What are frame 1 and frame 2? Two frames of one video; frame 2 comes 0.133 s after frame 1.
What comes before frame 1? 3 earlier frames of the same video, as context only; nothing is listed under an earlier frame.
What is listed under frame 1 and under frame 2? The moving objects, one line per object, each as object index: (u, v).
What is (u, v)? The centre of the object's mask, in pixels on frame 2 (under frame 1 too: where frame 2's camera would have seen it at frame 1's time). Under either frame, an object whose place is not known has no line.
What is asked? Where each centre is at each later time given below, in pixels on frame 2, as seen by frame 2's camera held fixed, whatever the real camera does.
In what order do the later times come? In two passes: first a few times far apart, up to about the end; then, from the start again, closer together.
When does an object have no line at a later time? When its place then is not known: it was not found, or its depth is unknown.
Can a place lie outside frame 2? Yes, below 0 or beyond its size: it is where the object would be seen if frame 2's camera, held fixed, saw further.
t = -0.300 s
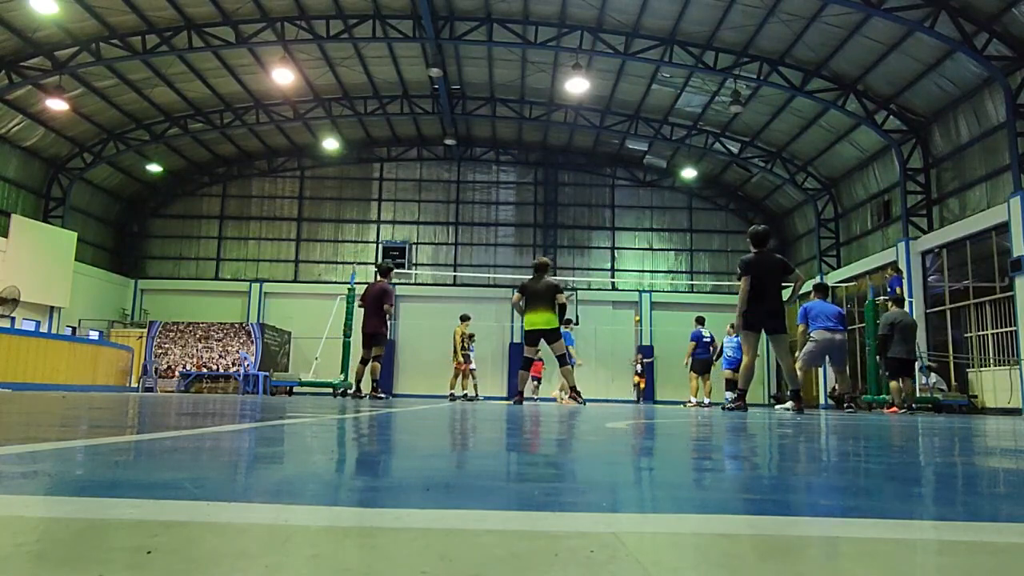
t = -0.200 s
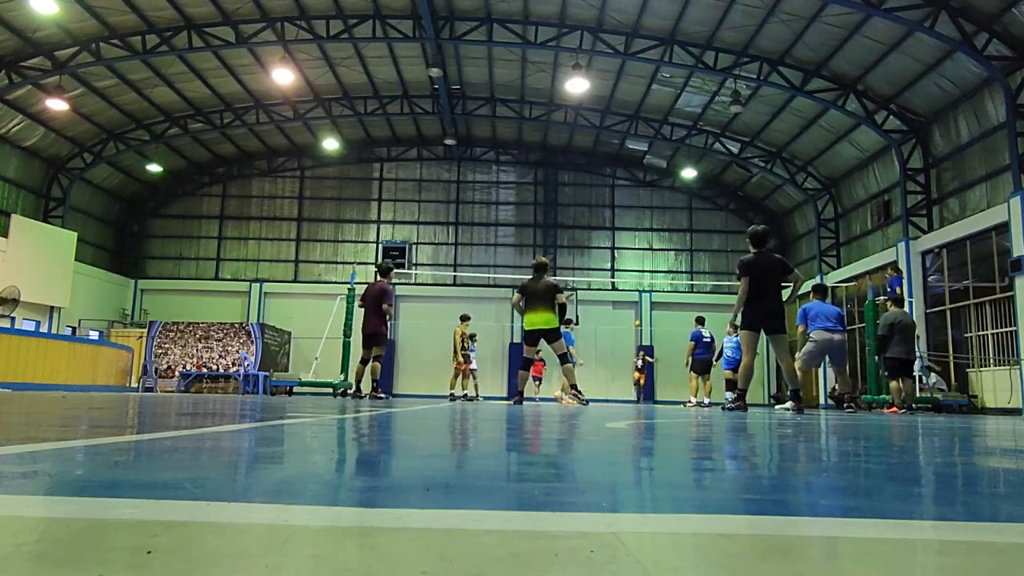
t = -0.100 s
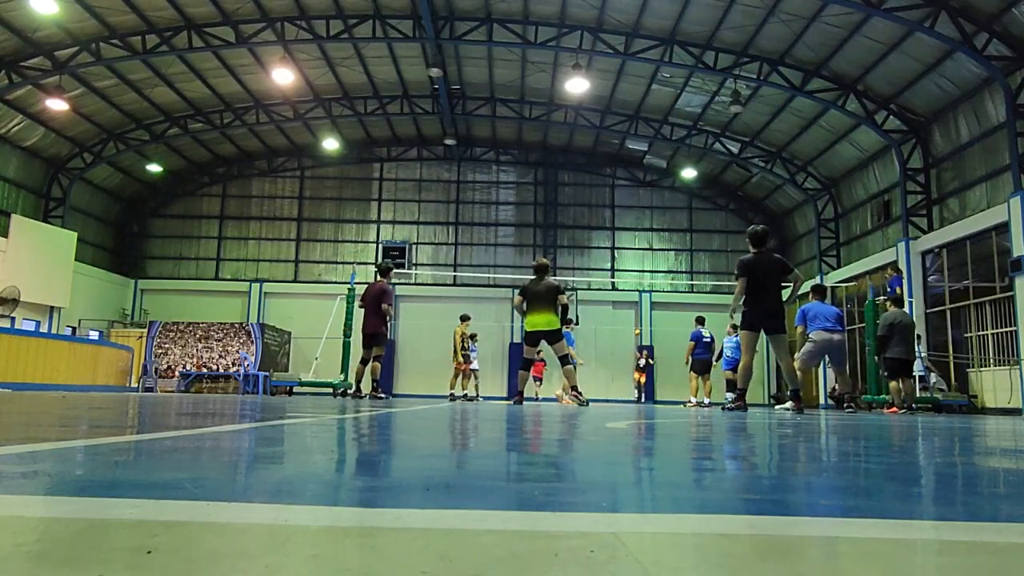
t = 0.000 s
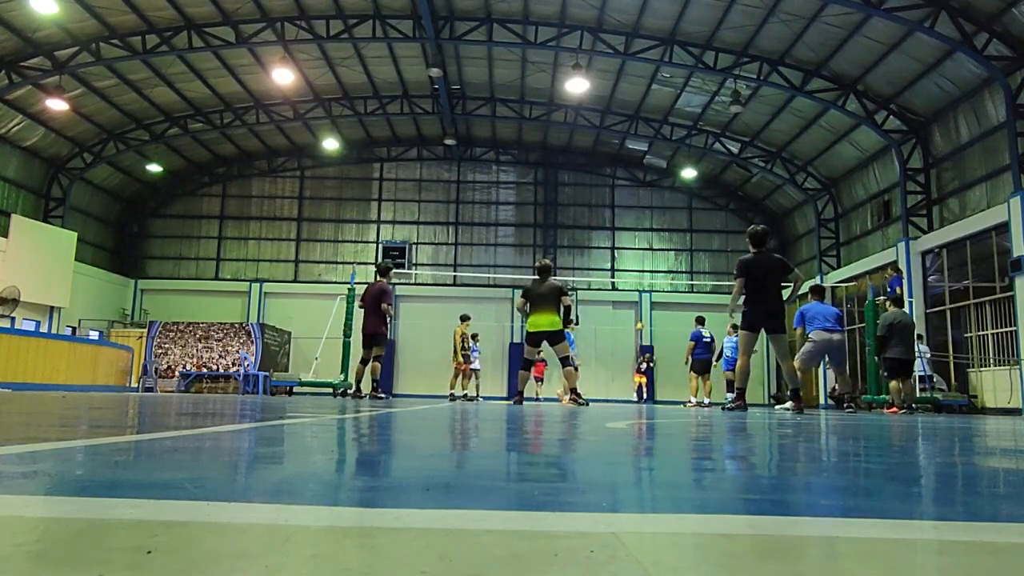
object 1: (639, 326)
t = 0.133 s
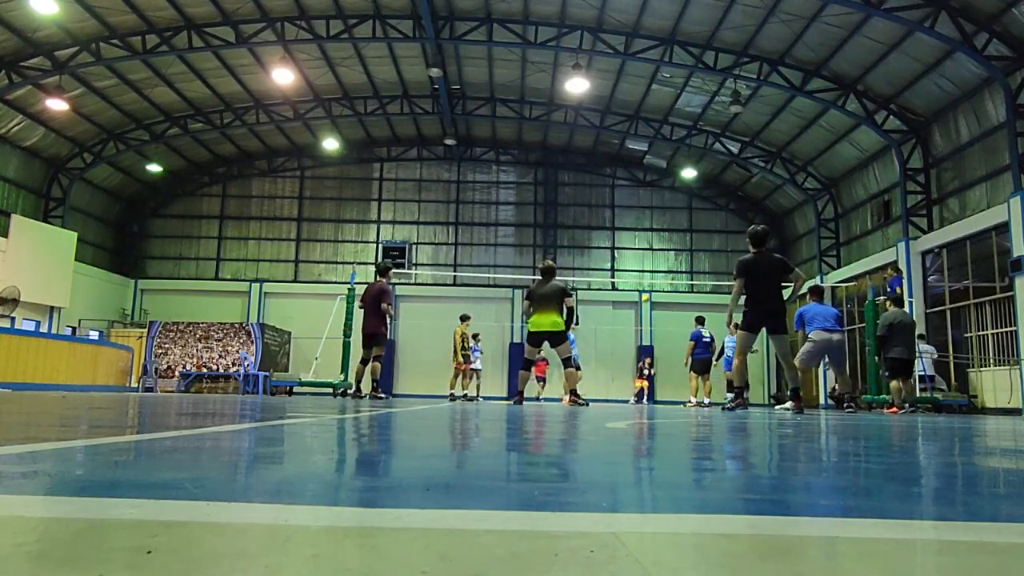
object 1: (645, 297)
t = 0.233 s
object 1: (651, 277)
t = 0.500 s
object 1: (670, 226)
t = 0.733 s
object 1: (697, 190)
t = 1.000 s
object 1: (760, 171)
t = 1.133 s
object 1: (814, 182)
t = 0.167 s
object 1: (646, 291)
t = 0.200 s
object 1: (648, 286)
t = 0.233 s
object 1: (651, 277)
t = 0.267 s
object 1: (652, 271)
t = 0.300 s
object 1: (655, 264)
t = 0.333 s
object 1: (657, 258)
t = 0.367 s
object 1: (659, 251)
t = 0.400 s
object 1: (662, 245)
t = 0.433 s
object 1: (664, 238)
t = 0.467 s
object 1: (667, 233)
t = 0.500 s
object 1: (670, 226)
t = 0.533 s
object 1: (672, 221)
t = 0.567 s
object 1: (676, 215)
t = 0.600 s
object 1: (679, 210)
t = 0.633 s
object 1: (683, 204)
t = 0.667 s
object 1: (687, 199)
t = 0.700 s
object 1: (692, 195)
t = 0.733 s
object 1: (697, 190)
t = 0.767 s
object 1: (702, 186)
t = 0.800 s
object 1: (708, 183)
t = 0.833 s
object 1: (715, 179)
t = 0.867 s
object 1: (723, 177)
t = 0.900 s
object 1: (731, 174)
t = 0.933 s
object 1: (739, 172)
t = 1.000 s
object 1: (760, 171)
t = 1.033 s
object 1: (771, 171)
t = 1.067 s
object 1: (784, 173)
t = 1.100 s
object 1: (798, 176)
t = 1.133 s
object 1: (814, 182)
